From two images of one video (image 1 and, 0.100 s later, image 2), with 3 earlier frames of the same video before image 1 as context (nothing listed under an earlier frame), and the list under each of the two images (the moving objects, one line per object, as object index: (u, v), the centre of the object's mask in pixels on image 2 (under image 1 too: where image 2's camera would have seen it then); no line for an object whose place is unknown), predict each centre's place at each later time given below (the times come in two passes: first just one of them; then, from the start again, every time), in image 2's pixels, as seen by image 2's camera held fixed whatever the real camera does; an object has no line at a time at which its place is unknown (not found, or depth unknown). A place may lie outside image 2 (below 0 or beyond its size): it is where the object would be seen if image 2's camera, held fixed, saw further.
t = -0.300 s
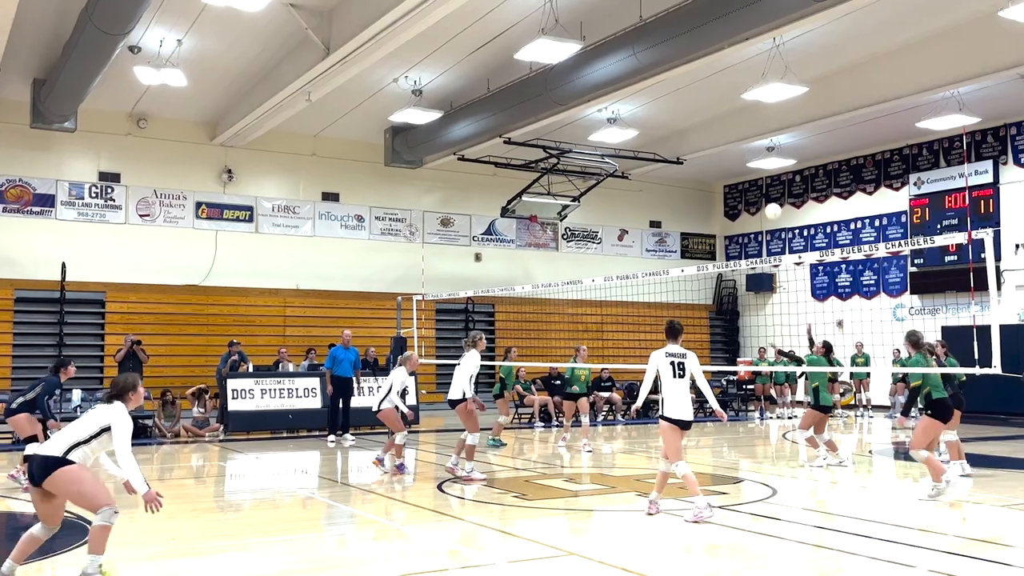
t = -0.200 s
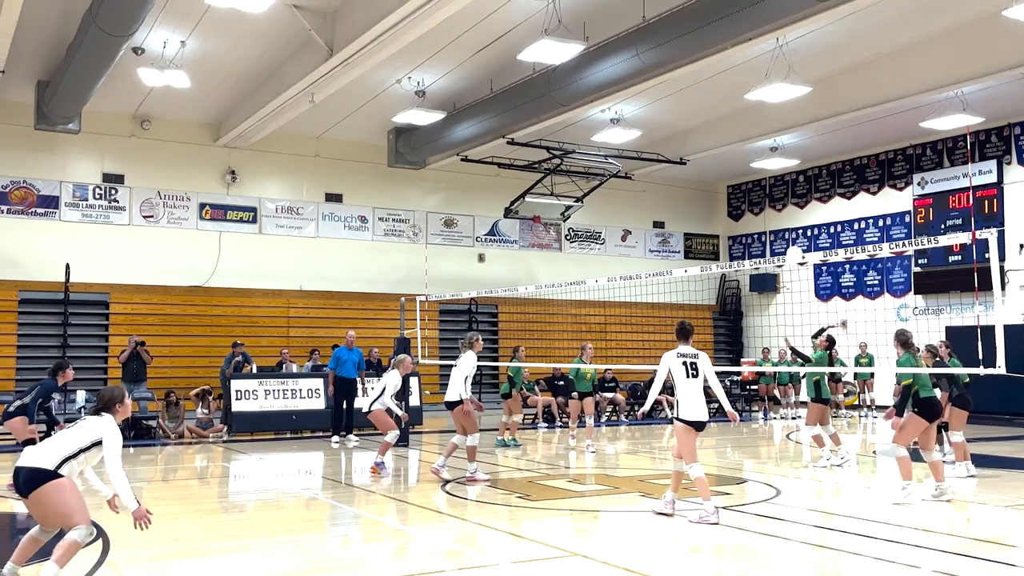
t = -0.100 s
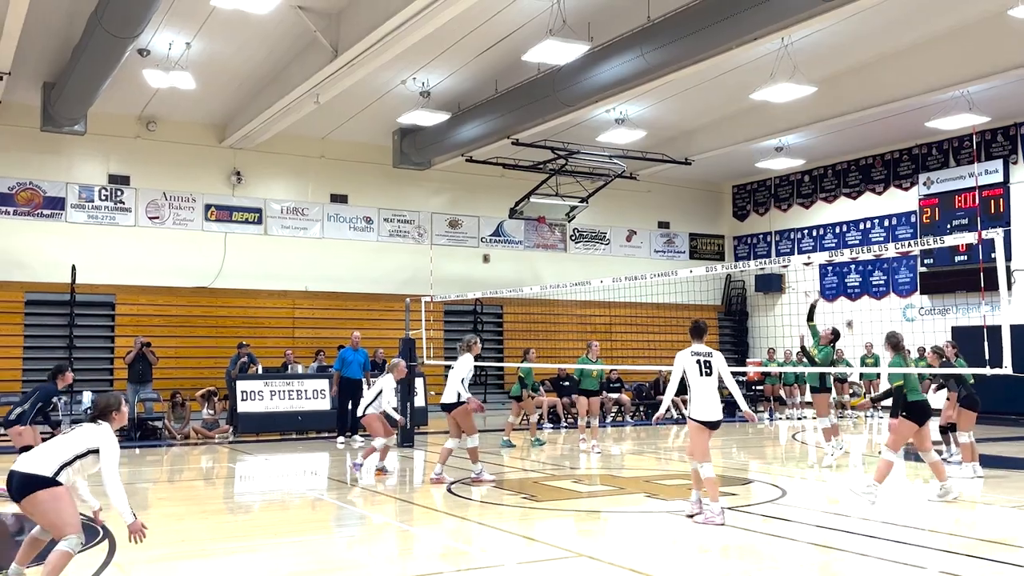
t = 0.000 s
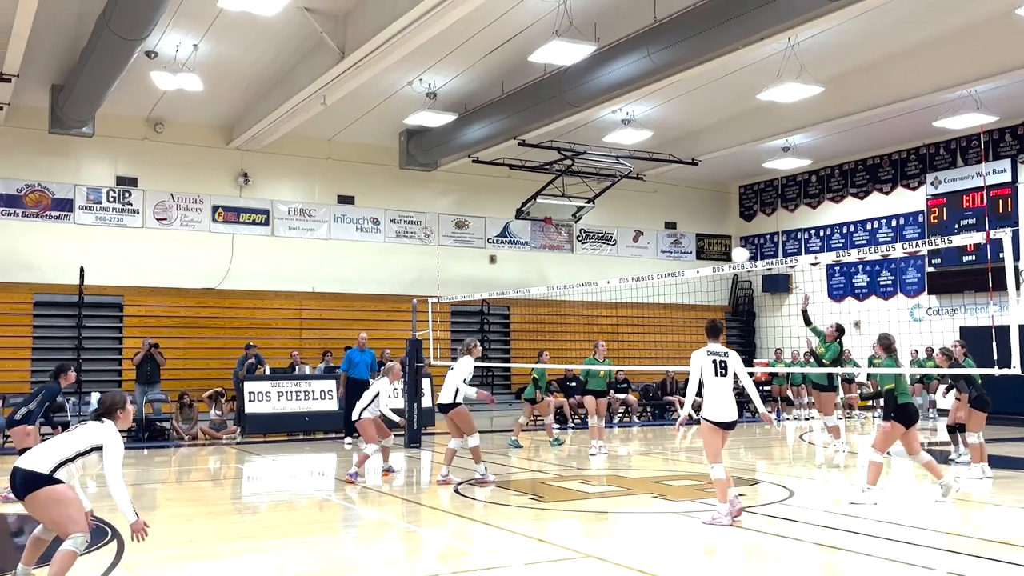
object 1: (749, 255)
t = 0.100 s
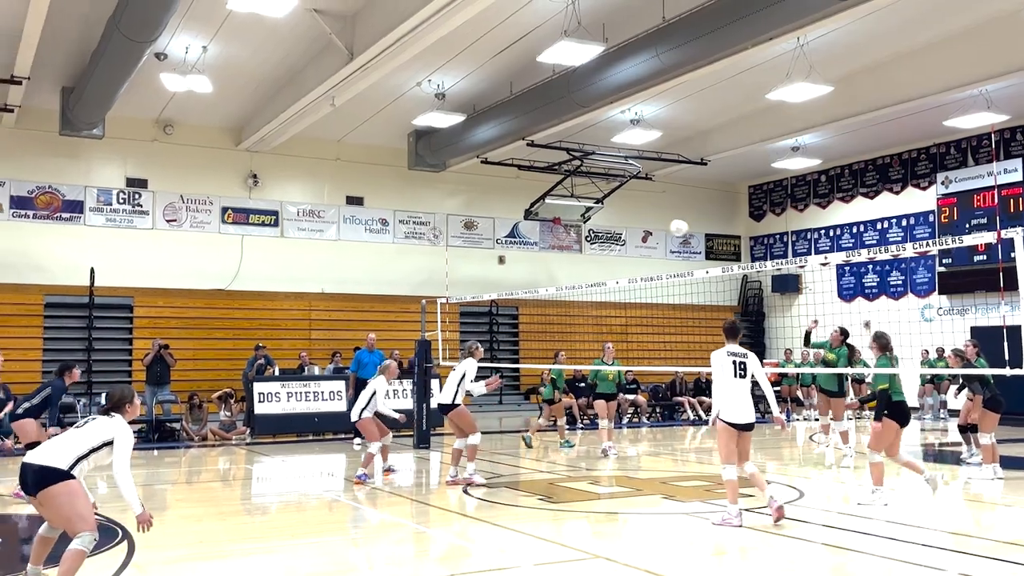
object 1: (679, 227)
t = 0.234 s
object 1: (584, 202)
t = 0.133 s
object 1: (655, 220)
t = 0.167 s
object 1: (631, 213)
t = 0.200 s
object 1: (608, 207)
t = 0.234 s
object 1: (584, 202)
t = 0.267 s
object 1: (560, 198)
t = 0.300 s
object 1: (537, 195)
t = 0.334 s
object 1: (513, 193)
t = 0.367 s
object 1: (490, 191)
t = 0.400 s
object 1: (466, 191)
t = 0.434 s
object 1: (443, 192)
